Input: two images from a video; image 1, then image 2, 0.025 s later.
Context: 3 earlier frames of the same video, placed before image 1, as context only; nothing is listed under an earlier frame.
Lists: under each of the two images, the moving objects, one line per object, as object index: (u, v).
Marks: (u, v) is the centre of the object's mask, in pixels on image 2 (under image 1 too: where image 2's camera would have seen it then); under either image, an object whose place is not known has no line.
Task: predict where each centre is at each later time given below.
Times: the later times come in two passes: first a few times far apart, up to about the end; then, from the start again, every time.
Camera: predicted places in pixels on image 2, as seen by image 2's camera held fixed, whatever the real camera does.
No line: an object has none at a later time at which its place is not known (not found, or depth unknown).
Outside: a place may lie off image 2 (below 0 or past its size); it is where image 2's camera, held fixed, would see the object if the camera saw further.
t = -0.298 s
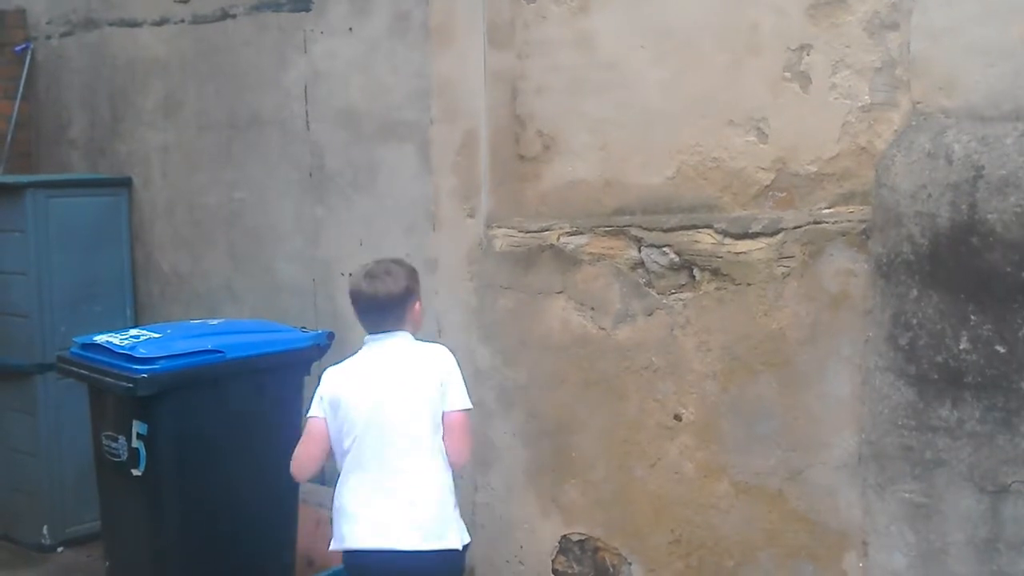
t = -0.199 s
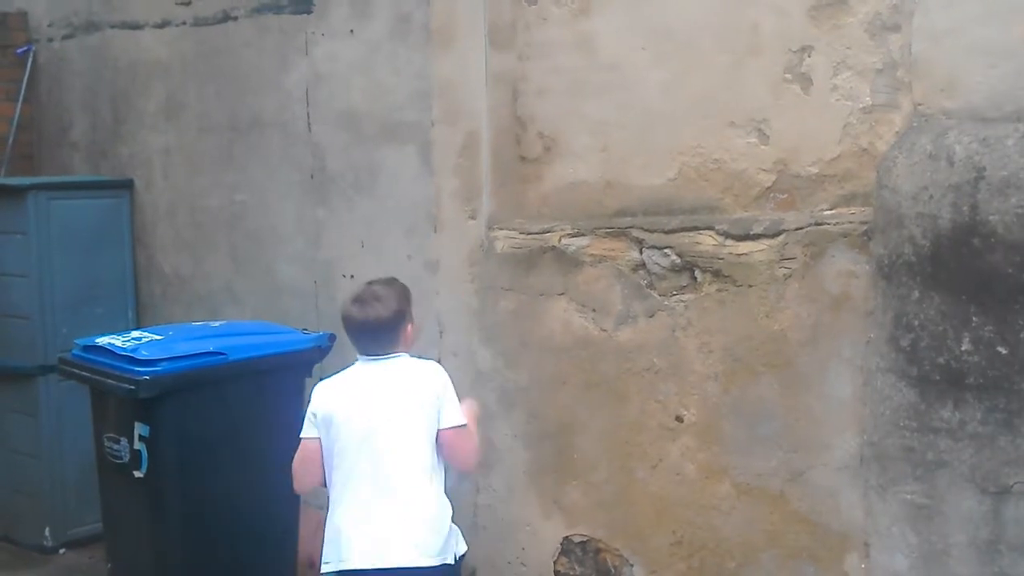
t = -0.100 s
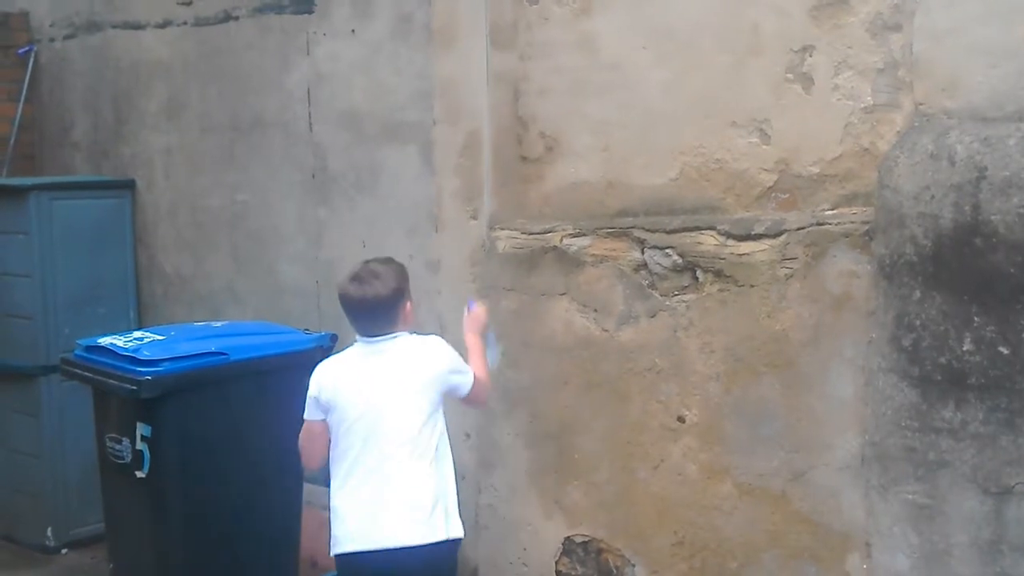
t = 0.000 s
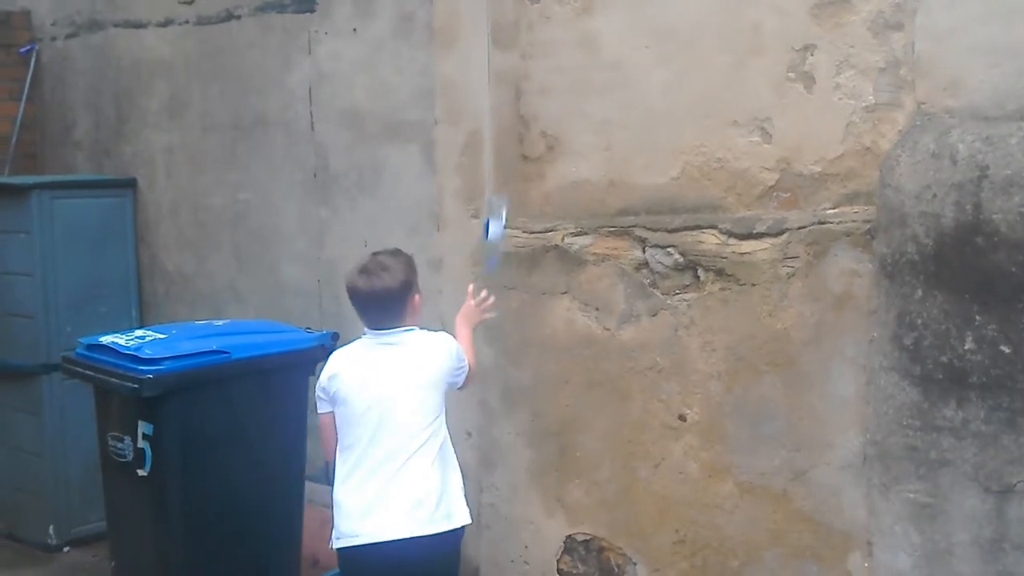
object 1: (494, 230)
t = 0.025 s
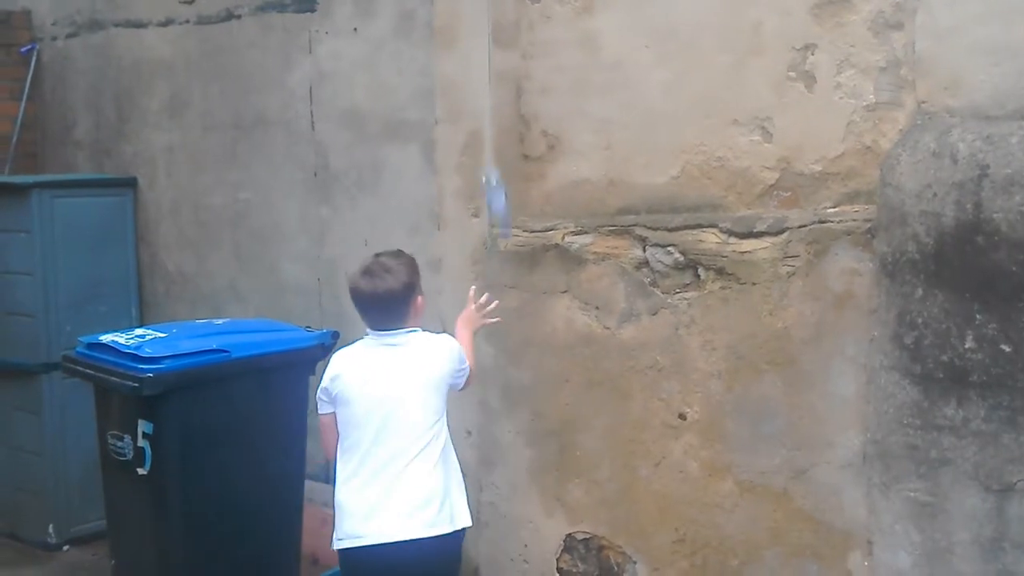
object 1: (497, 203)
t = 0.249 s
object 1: (504, 138)
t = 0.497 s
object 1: (516, 190)
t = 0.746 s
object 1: (516, 190)
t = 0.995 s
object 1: (517, 191)
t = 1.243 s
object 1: (516, 190)
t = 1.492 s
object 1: (517, 190)
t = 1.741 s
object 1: (516, 191)
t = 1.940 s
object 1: (517, 190)
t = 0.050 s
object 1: (497, 174)
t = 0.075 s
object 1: (497, 154)
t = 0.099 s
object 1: (498, 141)
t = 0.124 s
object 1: (498, 132)
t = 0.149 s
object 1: (499, 127)
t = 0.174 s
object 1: (500, 125)
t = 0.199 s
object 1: (501, 125)
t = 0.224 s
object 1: (502, 130)
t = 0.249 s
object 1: (504, 138)
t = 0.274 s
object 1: (504, 156)
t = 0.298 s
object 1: (507, 174)
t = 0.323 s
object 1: (512, 189)
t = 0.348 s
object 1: (512, 190)
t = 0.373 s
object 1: (513, 190)
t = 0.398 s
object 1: (515, 190)
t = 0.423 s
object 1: (517, 189)
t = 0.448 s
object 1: (518, 190)
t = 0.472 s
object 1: (517, 190)
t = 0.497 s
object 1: (516, 190)
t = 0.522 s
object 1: (515, 190)
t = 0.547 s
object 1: (515, 190)
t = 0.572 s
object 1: (516, 190)
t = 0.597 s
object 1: (517, 190)
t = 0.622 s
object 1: (517, 190)
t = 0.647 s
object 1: (517, 190)
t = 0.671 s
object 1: (516, 190)
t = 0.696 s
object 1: (517, 190)
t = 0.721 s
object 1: (516, 190)
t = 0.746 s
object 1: (516, 190)
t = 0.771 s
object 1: (517, 190)
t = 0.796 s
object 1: (517, 191)
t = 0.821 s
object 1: (517, 191)
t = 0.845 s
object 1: (517, 191)
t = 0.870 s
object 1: (517, 191)
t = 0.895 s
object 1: (517, 191)
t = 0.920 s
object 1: (517, 191)
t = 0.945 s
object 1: (516, 191)
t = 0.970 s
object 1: (517, 191)
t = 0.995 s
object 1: (517, 191)
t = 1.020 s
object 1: (517, 191)
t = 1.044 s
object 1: (516, 191)
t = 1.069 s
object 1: (516, 191)
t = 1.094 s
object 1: (517, 191)
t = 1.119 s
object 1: (517, 190)
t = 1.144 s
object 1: (517, 190)
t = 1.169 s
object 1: (517, 190)
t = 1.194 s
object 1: (517, 190)
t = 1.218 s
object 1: (517, 190)
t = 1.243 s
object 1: (516, 190)
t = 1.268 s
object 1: (516, 191)
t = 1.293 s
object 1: (516, 191)
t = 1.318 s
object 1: (517, 191)
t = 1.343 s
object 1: (517, 191)
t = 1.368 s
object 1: (517, 191)
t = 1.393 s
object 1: (517, 191)
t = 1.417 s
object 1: (516, 191)
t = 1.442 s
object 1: (517, 191)
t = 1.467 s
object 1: (516, 191)
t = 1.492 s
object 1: (517, 190)
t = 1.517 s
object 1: (517, 190)
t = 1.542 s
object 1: (517, 191)
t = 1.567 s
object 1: (517, 190)
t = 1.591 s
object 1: (517, 190)
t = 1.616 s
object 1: (517, 190)
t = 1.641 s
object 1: (517, 190)
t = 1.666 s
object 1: (517, 191)
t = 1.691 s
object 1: (517, 191)
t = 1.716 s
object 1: (516, 190)
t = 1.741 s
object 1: (516, 191)
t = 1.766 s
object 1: (517, 191)
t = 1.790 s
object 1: (517, 191)
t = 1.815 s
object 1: (517, 191)
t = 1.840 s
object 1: (516, 191)
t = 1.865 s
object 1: (517, 191)
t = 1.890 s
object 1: (517, 191)
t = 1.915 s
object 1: (517, 191)
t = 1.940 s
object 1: (517, 190)
